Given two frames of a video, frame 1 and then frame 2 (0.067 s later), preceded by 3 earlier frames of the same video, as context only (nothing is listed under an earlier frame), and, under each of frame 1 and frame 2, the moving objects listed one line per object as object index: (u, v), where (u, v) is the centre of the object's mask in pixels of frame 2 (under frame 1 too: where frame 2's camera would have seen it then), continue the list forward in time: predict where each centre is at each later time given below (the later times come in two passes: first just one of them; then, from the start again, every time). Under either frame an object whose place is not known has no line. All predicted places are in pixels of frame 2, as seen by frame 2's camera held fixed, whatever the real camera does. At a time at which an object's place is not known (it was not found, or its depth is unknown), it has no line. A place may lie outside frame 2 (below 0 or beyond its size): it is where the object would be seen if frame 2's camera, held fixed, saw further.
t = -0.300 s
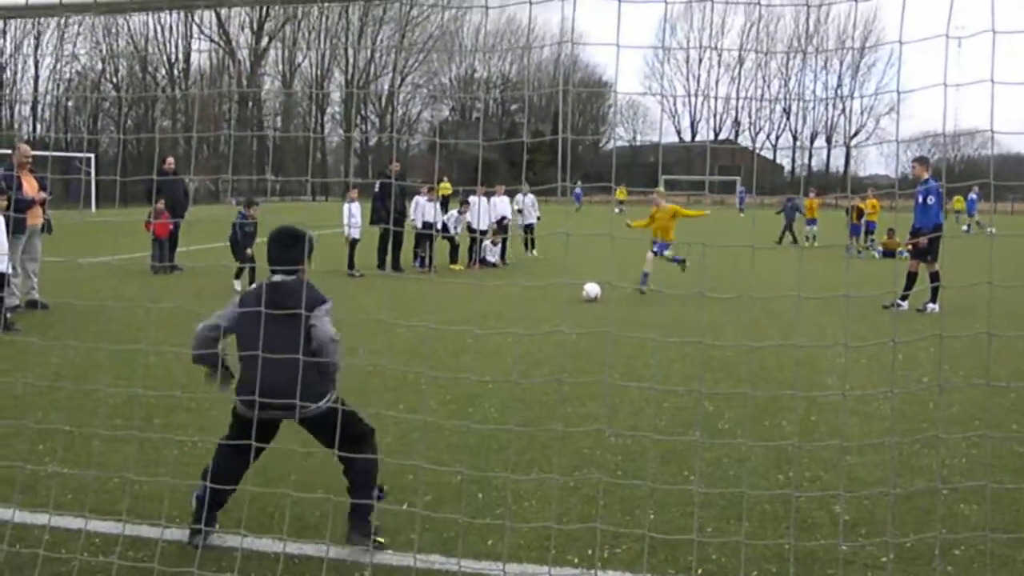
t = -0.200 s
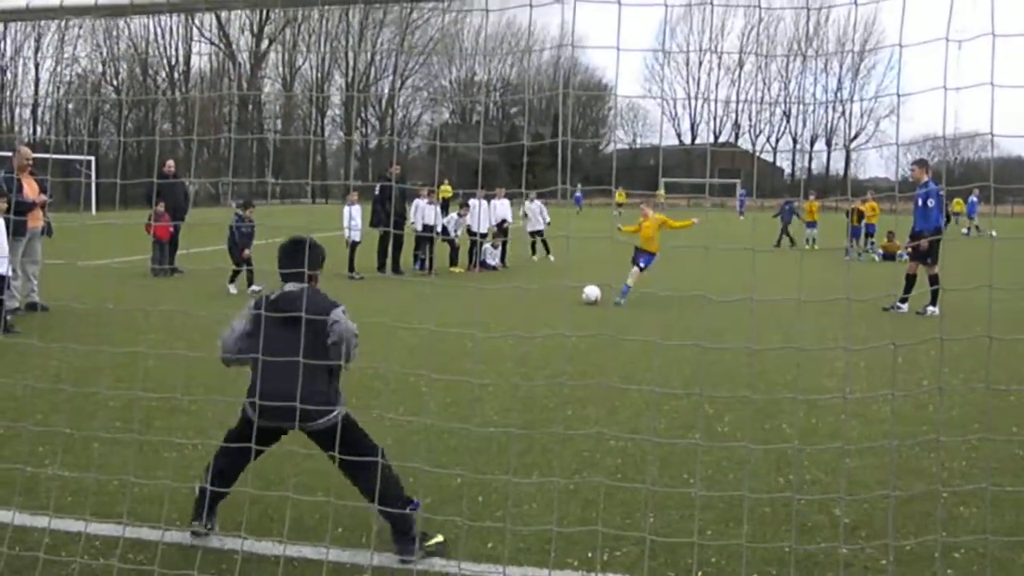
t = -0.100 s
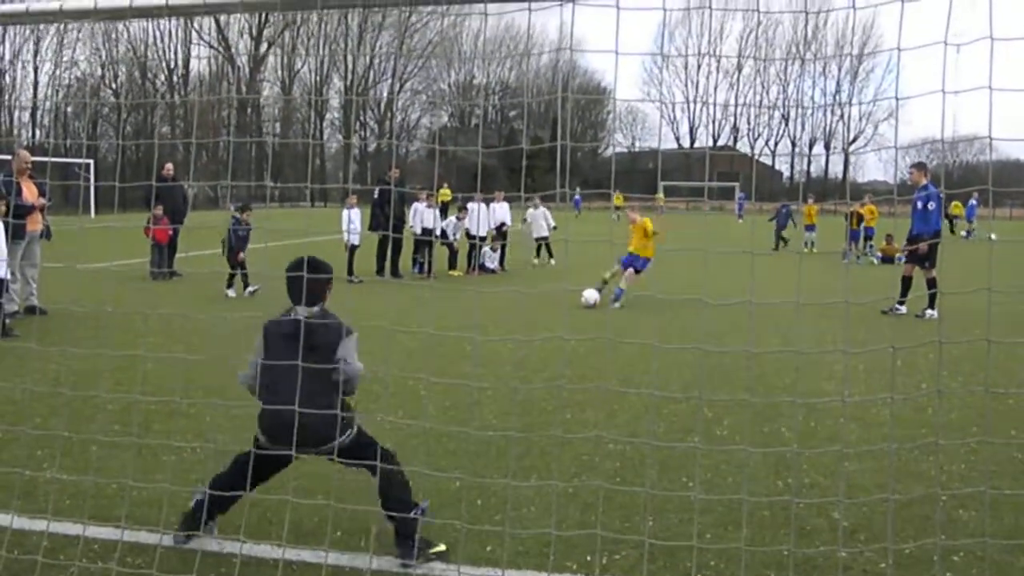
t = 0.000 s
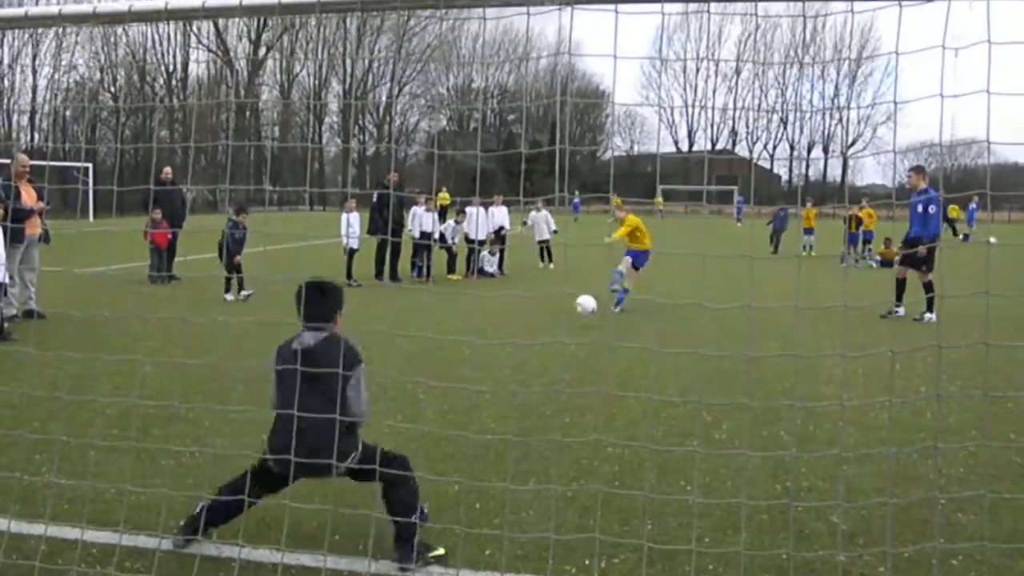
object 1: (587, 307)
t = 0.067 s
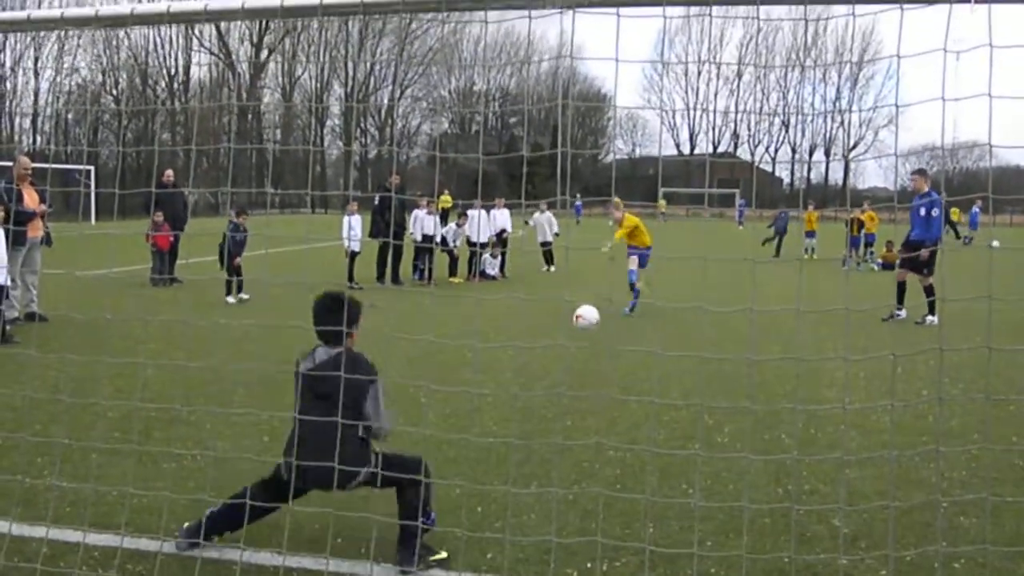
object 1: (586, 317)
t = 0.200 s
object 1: (592, 369)
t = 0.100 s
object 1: (587, 324)
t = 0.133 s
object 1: (587, 334)
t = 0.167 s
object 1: (589, 350)
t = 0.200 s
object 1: (592, 369)
